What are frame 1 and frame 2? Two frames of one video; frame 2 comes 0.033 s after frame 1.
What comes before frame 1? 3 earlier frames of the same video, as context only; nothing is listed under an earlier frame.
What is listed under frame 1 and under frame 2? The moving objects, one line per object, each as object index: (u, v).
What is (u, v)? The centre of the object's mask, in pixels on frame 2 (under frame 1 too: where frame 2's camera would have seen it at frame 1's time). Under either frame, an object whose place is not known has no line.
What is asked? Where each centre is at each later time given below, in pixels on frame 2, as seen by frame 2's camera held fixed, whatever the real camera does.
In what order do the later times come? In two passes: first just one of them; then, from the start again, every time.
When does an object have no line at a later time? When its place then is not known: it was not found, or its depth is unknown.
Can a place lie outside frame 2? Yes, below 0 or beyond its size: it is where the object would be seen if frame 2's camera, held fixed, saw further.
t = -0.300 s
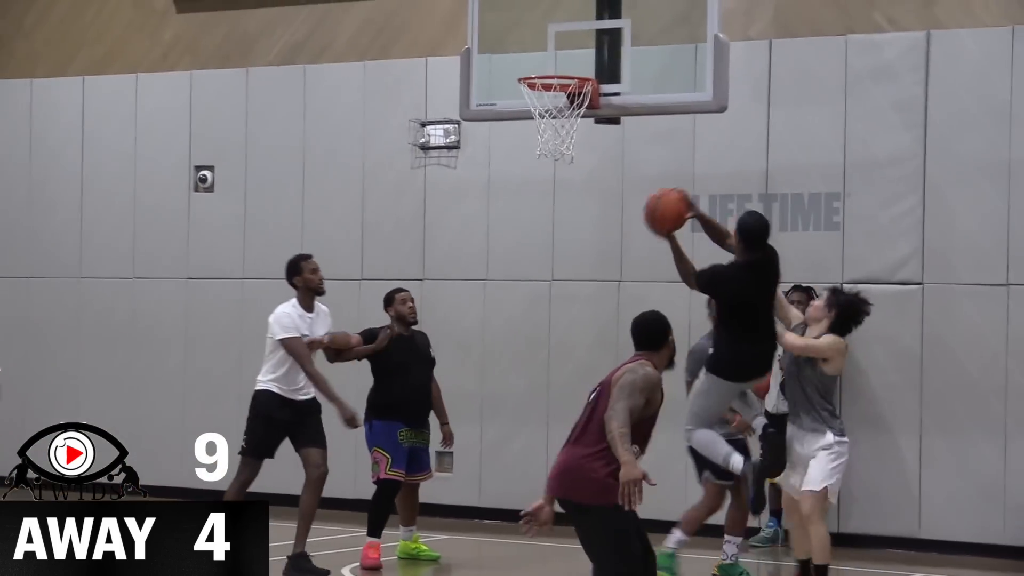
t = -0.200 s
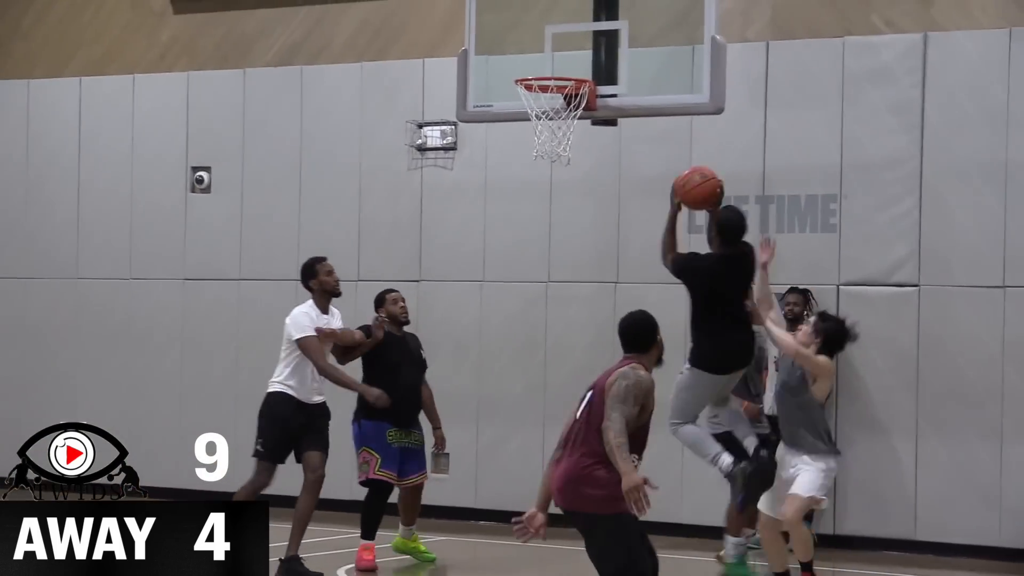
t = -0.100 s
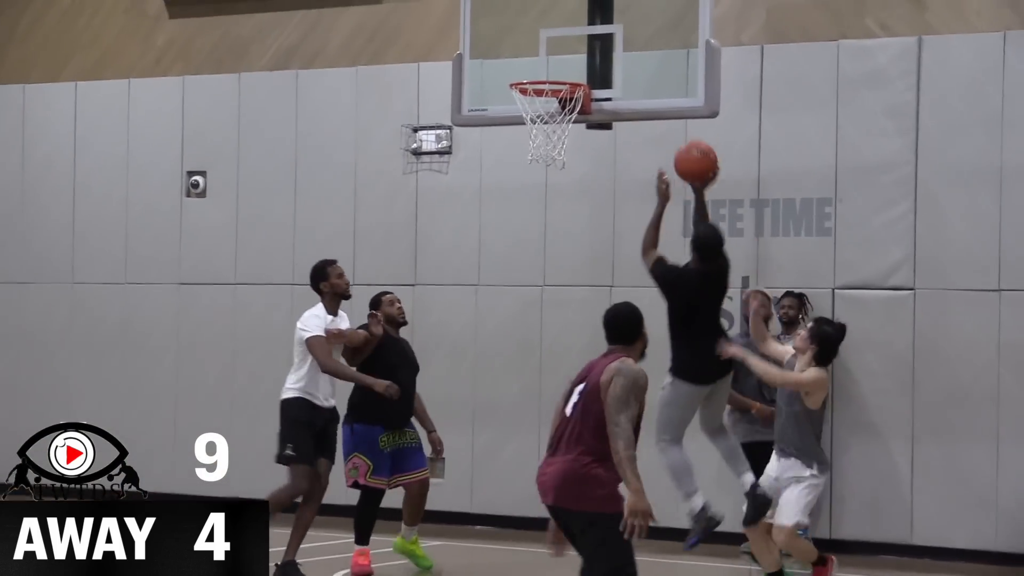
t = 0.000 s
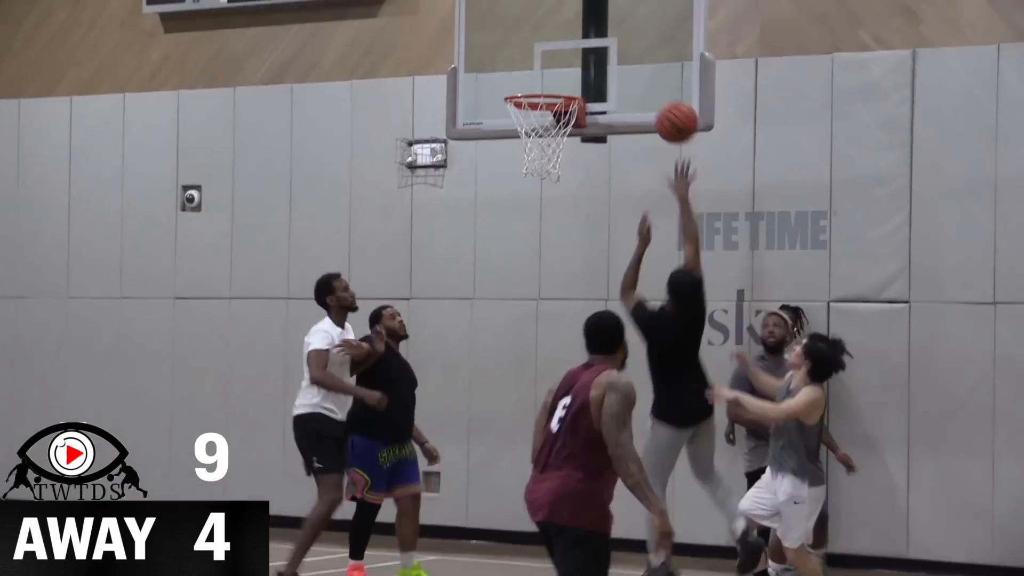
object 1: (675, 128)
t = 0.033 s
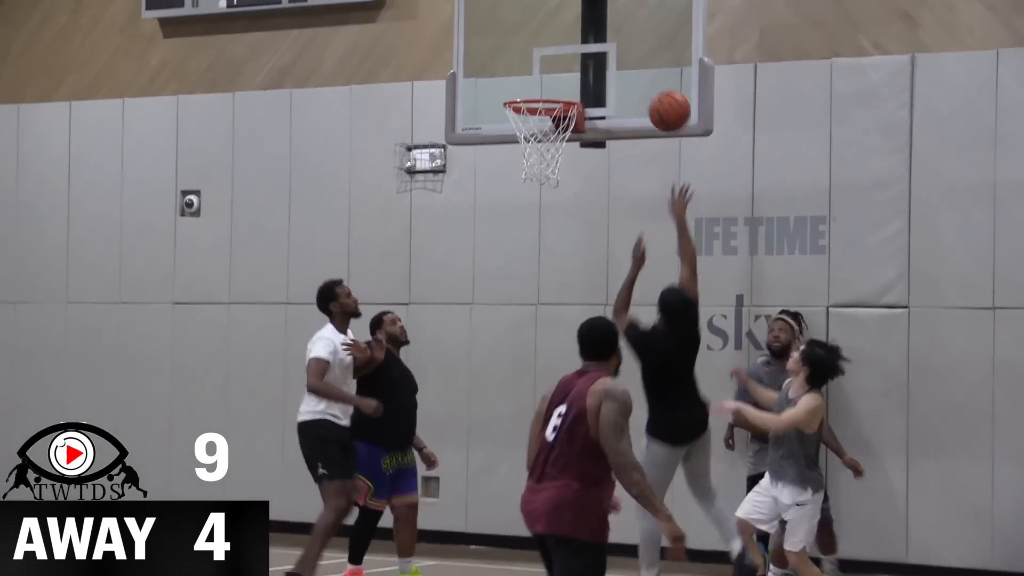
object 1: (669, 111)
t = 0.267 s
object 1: (629, 56)
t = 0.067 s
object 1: (664, 97)
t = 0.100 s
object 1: (658, 85)
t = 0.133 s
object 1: (652, 75)
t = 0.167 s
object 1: (646, 68)
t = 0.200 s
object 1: (640, 62)
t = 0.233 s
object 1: (635, 58)
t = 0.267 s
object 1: (629, 56)
